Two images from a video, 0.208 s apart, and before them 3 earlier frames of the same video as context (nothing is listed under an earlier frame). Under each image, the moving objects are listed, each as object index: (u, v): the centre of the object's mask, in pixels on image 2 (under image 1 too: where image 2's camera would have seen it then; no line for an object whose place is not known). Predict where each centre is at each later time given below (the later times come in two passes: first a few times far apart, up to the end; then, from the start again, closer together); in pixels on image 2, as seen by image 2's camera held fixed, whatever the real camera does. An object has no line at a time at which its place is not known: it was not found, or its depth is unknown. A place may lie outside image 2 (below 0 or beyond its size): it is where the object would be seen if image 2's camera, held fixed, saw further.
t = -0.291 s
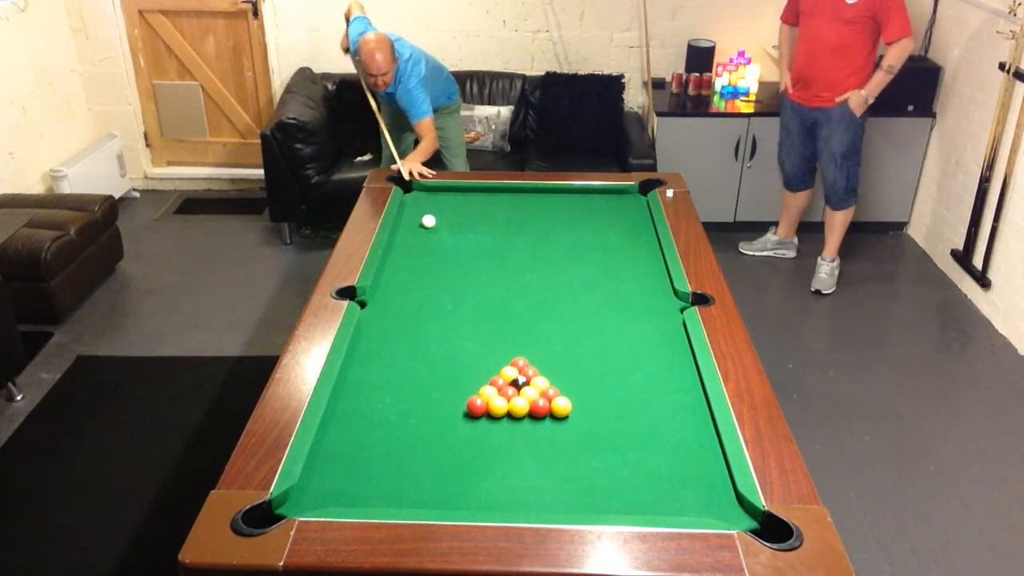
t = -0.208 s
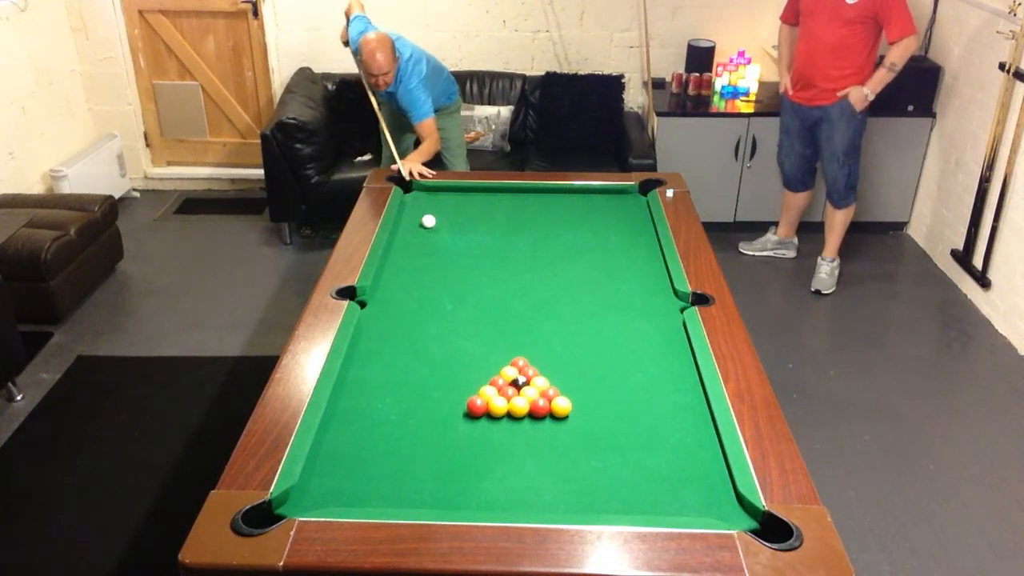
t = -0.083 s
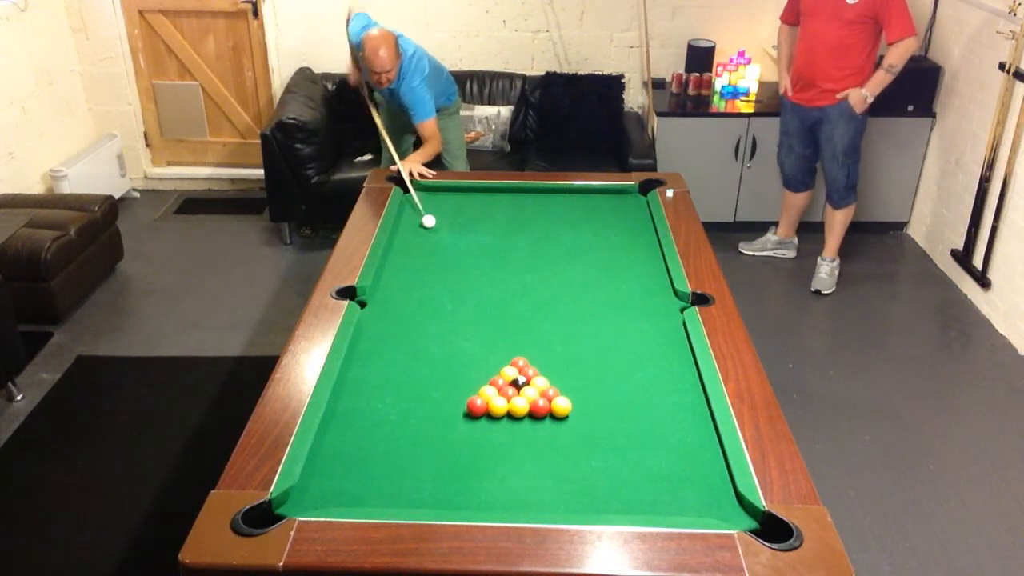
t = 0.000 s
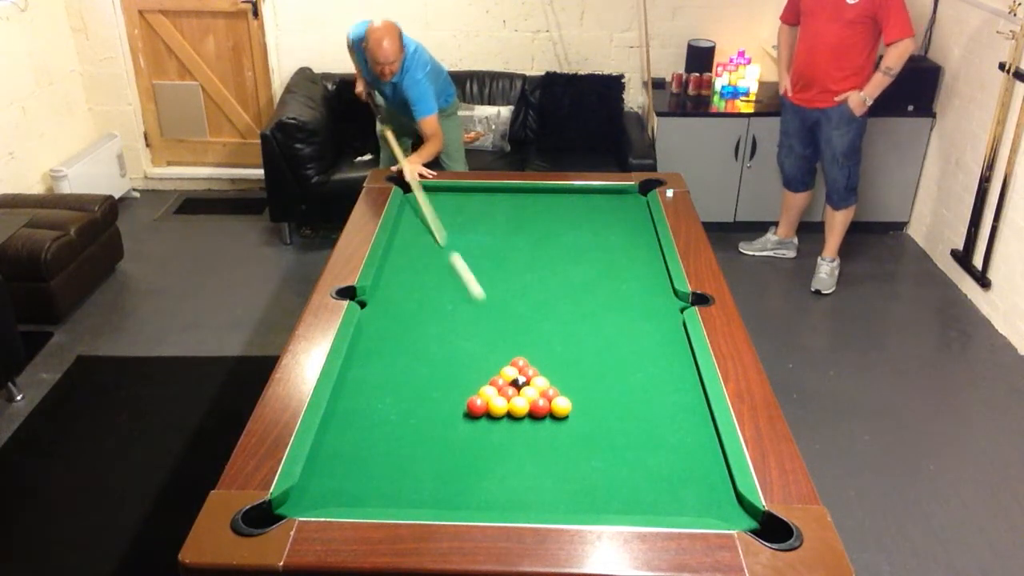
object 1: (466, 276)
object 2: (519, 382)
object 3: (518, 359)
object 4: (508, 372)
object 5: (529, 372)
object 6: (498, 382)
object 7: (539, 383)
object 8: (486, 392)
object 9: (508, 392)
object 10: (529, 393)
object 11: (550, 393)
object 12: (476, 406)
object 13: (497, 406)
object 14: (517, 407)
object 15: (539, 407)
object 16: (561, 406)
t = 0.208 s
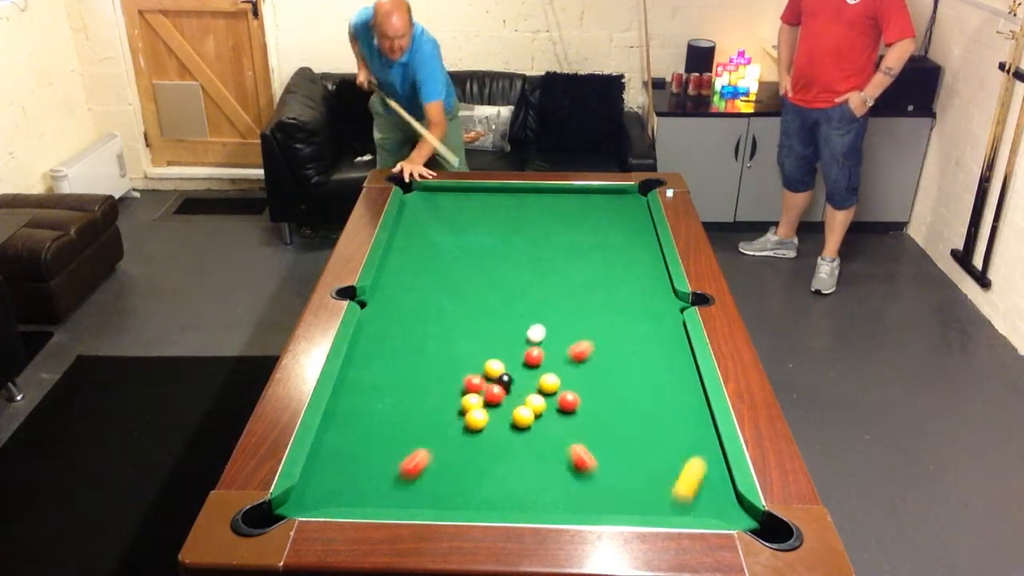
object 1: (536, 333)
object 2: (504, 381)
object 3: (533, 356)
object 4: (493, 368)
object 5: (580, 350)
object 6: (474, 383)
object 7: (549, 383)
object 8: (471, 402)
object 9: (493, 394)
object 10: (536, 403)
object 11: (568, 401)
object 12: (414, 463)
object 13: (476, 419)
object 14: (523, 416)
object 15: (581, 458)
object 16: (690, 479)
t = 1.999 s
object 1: (640, 199)
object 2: (446, 352)
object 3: (637, 287)
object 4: (424, 304)
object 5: (625, 351)
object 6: (402, 324)
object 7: (615, 363)
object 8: (344, 473)
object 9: (390, 377)
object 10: (590, 486)
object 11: (690, 446)
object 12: (380, 307)
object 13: (313, 482)
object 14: (569, 498)
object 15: (567, 299)
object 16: (467, 194)
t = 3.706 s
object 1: (635, 211)
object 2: (448, 350)
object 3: (632, 238)
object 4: (456, 265)
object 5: (622, 355)
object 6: (393, 292)
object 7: (610, 383)
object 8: (348, 473)
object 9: (381, 375)
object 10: (611, 500)
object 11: (671, 455)
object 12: (408, 284)
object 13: (314, 482)
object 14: (568, 491)
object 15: (460, 247)
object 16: (591, 201)
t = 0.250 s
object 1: (540, 328)
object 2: (501, 380)
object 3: (537, 355)
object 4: (490, 366)
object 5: (591, 345)
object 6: (467, 383)
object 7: (551, 382)
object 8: (467, 404)
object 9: (490, 394)
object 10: (537, 406)
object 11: (573, 403)
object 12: (396, 481)
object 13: (470, 423)
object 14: (524, 419)
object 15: (593, 473)
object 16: (704, 448)
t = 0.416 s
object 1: (554, 309)
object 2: (485, 376)
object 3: (550, 347)
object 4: (476, 360)
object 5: (633, 323)
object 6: (442, 383)
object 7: (561, 379)
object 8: (449, 414)
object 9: (475, 392)
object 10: (542, 415)
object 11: (592, 408)
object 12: (359, 467)
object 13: (446, 436)
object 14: (529, 430)
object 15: (633, 488)
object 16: (637, 364)
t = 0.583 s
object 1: (566, 290)
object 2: (471, 372)
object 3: (562, 341)
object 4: (463, 353)
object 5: (669, 304)
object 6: (418, 381)
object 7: (570, 377)
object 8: (432, 424)
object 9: (462, 389)
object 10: (548, 425)
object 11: (611, 413)
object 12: (338, 427)
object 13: (422, 451)
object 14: (534, 442)
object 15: (660, 450)
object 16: (581, 307)
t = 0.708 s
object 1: (580, 270)
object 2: (460, 369)
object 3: (571, 337)
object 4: (454, 348)
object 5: (675, 302)
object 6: (400, 380)
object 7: (576, 375)
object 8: (419, 430)
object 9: (453, 388)
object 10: (552, 431)
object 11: (625, 417)
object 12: (345, 403)
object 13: (403, 462)
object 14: (538, 450)
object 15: (677, 426)
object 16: (542, 279)
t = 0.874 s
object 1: (597, 243)
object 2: (448, 367)
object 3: (581, 330)
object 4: (442, 343)
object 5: (667, 310)
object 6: (390, 376)
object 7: (584, 372)
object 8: (403, 438)
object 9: (441, 386)
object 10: (557, 440)
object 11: (643, 422)
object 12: (359, 381)
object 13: (378, 477)
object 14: (543, 461)
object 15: (696, 398)
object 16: (495, 249)
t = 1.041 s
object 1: (612, 219)
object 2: (437, 363)
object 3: (591, 326)
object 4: (432, 337)
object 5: (660, 316)
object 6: (405, 366)
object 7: (591, 370)
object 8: (387, 446)
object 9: (431, 384)
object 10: (563, 448)
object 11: (661, 427)
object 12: (351, 366)
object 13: (353, 492)
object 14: (548, 471)
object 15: (672, 375)
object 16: (455, 224)
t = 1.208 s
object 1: (625, 199)
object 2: (434, 361)
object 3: (600, 322)
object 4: (422, 332)
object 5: (654, 323)
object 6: (409, 358)
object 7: (597, 367)
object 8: (371, 454)
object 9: (422, 382)
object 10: (568, 456)
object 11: (678, 431)
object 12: (366, 351)
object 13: (333, 497)
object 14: (552, 482)
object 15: (650, 355)
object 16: (420, 202)
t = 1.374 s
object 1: (642, 192)
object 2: (438, 359)
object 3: (608, 316)
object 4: (413, 327)
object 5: (647, 329)
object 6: (407, 350)
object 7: (602, 366)
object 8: (356, 462)
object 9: (413, 381)
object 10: (574, 463)
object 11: (694, 435)
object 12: (379, 338)
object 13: (320, 491)
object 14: (557, 492)
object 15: (630, 336)
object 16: (416, 189)
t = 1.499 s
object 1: (634, 191)
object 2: (440, 357)
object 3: (613, 311)
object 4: (408, 324)
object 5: (642, 334)
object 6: (406, 344)
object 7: (606, 365)
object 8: (346, 467)
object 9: (408, 380)
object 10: (577, 468)
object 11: (706, 439)
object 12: (388, 329)
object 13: (312, 484)
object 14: (560, 498)
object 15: (617, 324)
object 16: (418, 192)
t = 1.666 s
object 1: (637, 194)
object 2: (442, 355)
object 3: (623, 304)
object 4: (413, 317)
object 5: (636, 341)
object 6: (405, 336)
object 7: (610, 364)
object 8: (338, 472)
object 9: (401, 379)
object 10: (582, 475)
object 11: (704, 442)
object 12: (386, 321)
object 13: (311, 480)
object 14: (564, 504)
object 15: (599, 314)
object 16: (435, 192)
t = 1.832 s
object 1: (639, 197)
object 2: (445, 353)
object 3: (630, 295)
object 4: (419, 311)
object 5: (630, 347)
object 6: (403, 330)
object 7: (613, 364)
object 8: (342, 473)
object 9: (395, 378)
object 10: (586, 481)
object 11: (696, 444)
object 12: (383, 314)
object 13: (311, 481)
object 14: (567, 501)
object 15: (582, 306)
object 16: (452, 193)
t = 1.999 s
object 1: (640, 199)
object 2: (446, 352)
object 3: (637, 287)
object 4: (424, 304)
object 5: (625, 351)
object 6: (402, 324)
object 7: (615, 363)
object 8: (344, 473)
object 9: (390, 377)
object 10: (590, 486)
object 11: (690, 446)
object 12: (380, 307)
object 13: (313, 482)
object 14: (569, 498)
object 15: (567, 299)
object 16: (467, 194)
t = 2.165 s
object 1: (639, 201)
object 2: (448, 351)
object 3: (643, 280)
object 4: (429, 299)
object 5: (624, 353)
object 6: (400, 318)
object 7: (615, 366)
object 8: (346, 473)
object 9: (387, 377)
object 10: (593, 490)
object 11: (684, 448)
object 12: (378, 301)
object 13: (314, 482)
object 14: (570, 495)
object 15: (553, 292)
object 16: (483, 195)
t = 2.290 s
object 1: (639, 202)
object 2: (448, 350)
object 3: (648, 274)
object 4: (432, 295)
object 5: (623, 354)
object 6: (400, 315)
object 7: (613, 369)
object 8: (347, 473)
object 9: (385, 376)
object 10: (597, 492)
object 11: (681, 449)
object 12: (376, 297)
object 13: (314, 482)
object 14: (569, 493)
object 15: (543, 287)
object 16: (494, 196)
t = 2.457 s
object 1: (638, 204)
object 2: (448, 350)
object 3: (653, 268)
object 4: (436, 290)
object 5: (622, 354)
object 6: (399, 311)
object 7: (612, 372)
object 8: (347, 474)
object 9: (383, 375)
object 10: (602, 495)
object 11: (677, 451)
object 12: (374, 292)
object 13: (314, 482)
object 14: (569, 492)
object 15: (530, 281)
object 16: (508, 196)
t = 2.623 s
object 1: (638, 205)
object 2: (448, 350)
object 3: (657, 261)
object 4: (440, 285)
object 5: (622, 355)
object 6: (398, 306)
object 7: (611, 375)
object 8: (347, 473)
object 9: (381, 375)
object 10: (606, 497)
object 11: (674, 453)
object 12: (376, 289)
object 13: (314, 482)
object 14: (568, 491)
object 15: (518, 275)
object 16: (521, 197)
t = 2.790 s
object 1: (637, 207)
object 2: (448, 350)
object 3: (653, 256)
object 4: (443, 281)
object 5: (622, 355)
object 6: (397, 303)
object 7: (611, 378)
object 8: (348, 473)
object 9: (381, 375)
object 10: (609, 498)
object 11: (672, 454)
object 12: (383, 288)
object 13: (314, 482)
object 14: (568, 491)
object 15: (508, 270)
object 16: (534, 197)
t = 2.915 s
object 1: (637, 207)
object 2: (448, 350)
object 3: (649, 253)
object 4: (445, 279)
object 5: (622, 355)
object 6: (396, 301)
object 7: (610, 379)
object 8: (348, 473)
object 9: (381, 375)
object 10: (610, 499)
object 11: (672, 455)
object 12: (387, 287)
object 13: (314, 482)
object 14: (568, 491)
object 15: (500, 266)
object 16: (543, 198)
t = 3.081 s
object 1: (636, 208)
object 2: (448, 350)
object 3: (645, 249)
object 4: (449, 275)
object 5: (622, 355)
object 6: (396, 298)
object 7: (610, 381)
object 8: (347, 473)
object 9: (381, 375)
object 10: (611, 500)
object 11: (671, 455)
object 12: (393, 285)
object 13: (314, 482)
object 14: (568, 491)
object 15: (490, 262)
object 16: (554, 198)
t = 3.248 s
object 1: (636, 209)
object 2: (448, 350)
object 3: (641, 246)
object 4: (451, 272)
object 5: (622, 355)
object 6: (395, 295)
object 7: (610, 382)
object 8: (347, 474)
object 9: (381, 375)
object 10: (611, 500)
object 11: (671, 455)
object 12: (399, 283)
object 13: (314, 482)
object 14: (568, 491)
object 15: (481, 257)
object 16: (565, 199)
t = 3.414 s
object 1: (636, 210)
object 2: (448, 350)
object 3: (638, 243)
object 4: (453, 269)
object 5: (622, 355)
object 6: (394, 294)
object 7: (610, 383)
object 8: (347, 474)
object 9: (381, 375)
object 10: (611, 500)
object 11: (671, 455)
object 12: (403, 284)
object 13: (314, 482)
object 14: (568, 491)
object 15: (473, 254)
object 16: (576, 200)
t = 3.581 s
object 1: (636, 210)
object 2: (448, 350)
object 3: (634, 240)
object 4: (455, 267)
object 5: (622, 355)
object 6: (393, 292)
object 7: (610, 384)
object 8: (347, 473)
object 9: (381, 375)
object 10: (611, 500)
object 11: (671, 455)
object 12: (406, 284)
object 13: (314, 482)
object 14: (568, 491)
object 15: (465, 250)
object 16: (585, 201)
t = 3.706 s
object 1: (635, 211)
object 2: (448, 350)
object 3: (632, 238)
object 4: (456, 265)
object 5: (622, 355)
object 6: (393, 292)
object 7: (610, 383)
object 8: (348, 473)
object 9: (381, 375)
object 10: (611, 500)
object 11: (671, 455)
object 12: (408, 284)
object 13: (314, 482)
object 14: (568, 491)
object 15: (460, 247)
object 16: (591, 201)
